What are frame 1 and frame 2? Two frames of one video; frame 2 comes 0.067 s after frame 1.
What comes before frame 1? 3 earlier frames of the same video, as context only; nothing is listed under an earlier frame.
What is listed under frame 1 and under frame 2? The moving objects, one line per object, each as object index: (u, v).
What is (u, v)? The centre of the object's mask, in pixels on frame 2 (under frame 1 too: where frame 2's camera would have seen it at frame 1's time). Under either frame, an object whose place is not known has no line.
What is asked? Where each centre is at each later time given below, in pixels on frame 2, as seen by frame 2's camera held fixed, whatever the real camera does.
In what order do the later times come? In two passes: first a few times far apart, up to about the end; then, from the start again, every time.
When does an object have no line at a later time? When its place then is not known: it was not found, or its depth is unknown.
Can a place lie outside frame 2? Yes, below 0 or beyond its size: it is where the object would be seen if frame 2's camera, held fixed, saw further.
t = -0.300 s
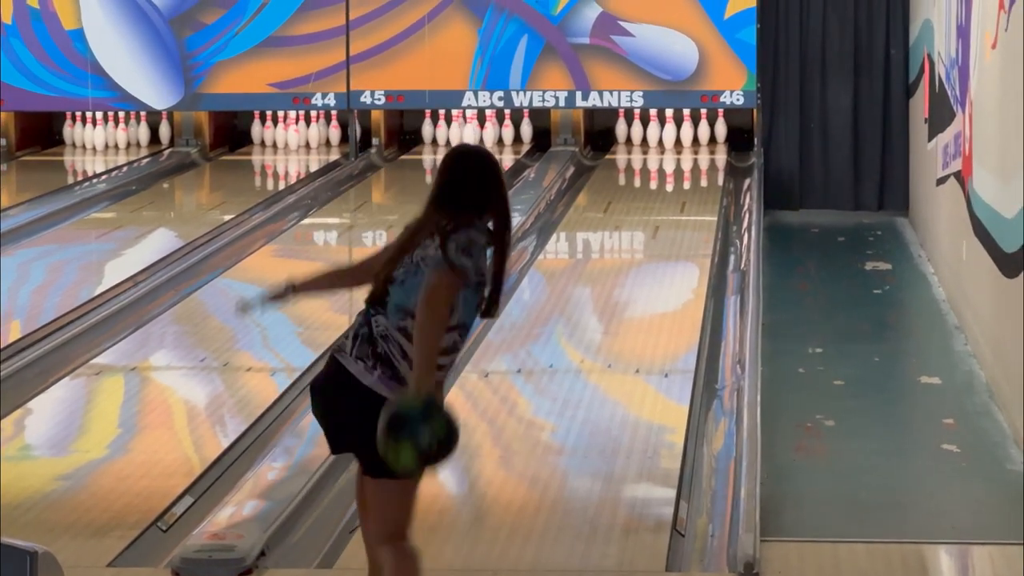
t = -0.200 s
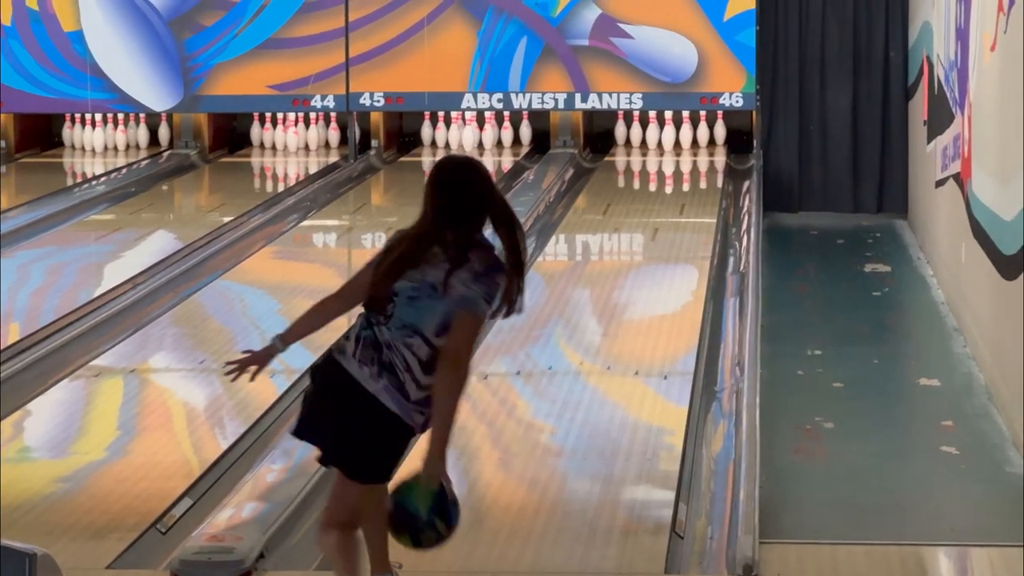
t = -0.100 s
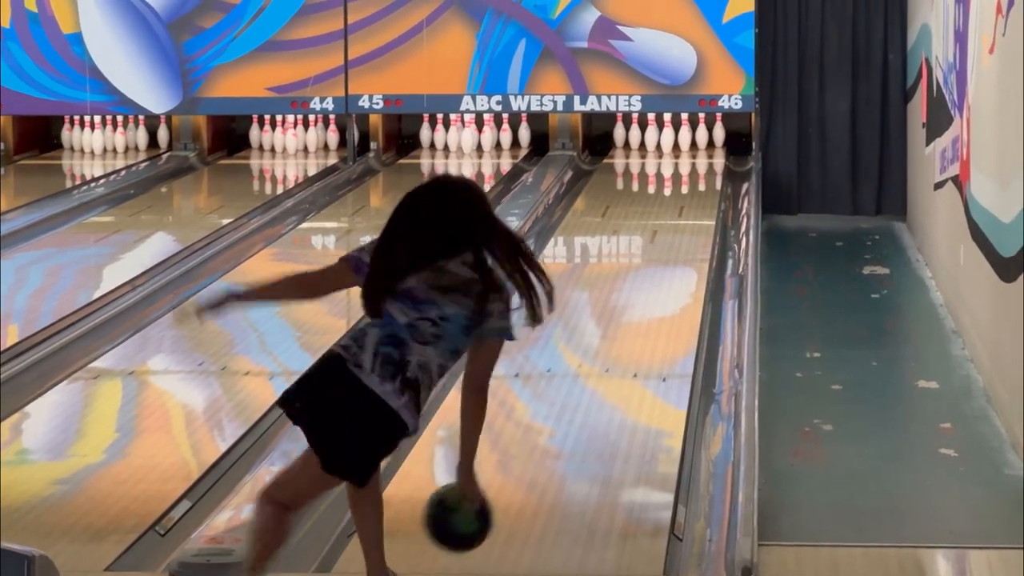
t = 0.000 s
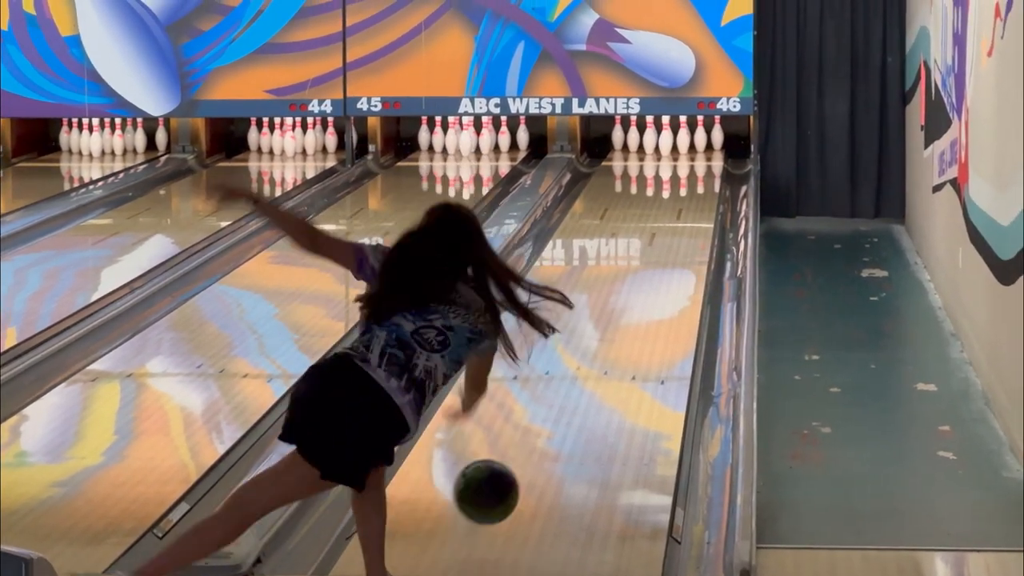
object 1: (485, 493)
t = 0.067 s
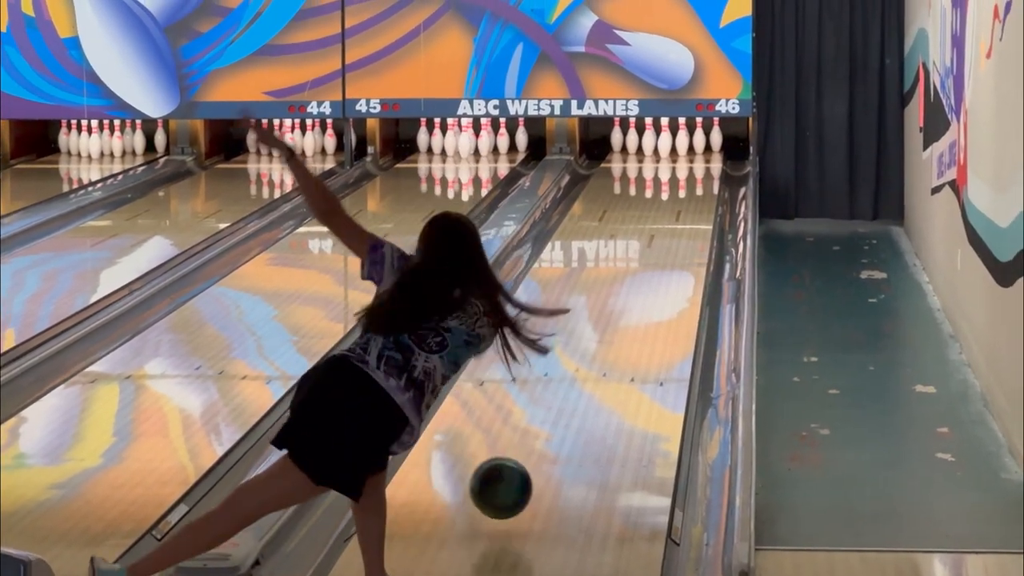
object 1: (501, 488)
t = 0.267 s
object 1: (540, 436)
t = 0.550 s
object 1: (581, 366)
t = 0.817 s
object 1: (610, 316)
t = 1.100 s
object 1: (633, 274)
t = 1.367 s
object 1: (650, 243)
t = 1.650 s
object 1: (665, 216)
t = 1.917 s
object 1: (675, 194)
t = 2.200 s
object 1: (681, 175)
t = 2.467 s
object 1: (682, 160)
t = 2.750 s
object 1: (677, 149)
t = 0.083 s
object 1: (505, 488)
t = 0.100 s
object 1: (508, 488)
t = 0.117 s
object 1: (512, 479)
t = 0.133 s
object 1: (515, 471)
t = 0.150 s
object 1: (519, 464)
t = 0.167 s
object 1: (522, 458)
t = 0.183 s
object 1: (525, 453)
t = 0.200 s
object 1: (528, 449)
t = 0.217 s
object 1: (531, 445)
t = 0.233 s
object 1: (534, 442)
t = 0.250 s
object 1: (537, 440)
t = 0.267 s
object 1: (540, 436)
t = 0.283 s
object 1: (543, 431)
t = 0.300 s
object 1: (546, 426)
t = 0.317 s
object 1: (548, 422)
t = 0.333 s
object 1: (551, 418)
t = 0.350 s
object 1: (554, 414)
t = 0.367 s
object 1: (556, 409)
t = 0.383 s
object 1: (559, 405)
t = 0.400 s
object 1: (561, 400)
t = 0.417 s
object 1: (564, 396)
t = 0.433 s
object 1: (566, 392)
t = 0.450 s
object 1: (568, 389)
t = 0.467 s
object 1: (571, 384)
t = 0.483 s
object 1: (573, 380)
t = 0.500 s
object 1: (575, 377)
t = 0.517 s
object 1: (577, 373)
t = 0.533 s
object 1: (579, 369)
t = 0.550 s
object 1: (581, 366)
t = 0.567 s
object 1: (583, 362)
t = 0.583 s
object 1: (585, 359)
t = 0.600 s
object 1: (587, 355)
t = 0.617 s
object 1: (589, 352)
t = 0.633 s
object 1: (591, 349)
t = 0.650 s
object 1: (593, 345)
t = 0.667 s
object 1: (595, 342)
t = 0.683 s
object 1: (597, 339)
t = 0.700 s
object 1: (599, 336)
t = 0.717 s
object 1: (600, 333)
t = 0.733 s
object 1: (602, 330)
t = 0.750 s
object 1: (604, 327)
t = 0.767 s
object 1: (605, 325)
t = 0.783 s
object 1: (607, 322)
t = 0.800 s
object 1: (609, 319)
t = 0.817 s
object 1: (610, 316)
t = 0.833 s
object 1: (612, 314)
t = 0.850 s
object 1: (613, 311)
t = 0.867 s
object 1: (615, 308)
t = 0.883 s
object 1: (616, 306)
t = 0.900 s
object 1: (618, 303)
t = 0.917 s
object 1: (619, 301)
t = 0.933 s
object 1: (620, 298)
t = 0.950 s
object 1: (622, 296)
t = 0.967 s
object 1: (623, 293)
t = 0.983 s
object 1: (625, 291)
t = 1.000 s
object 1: (626, 288)
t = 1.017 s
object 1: (627, 286)
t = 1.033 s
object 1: (629, 283)
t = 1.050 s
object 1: (630, 281)
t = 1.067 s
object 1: (631, 279)
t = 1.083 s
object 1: (632, 277)
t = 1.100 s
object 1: (633, 274)
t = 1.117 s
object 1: (635, 272)
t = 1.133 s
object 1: (636, 270)
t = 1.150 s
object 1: (637, 268)
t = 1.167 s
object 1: (638, 266)
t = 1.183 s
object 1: (639, 264)
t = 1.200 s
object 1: (640, 262)
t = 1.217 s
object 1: (641, 259)
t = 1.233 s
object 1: (642, 257)
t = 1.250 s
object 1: (644, 255)
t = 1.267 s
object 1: (644, 253)
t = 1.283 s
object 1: (645, 251)
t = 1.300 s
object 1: (646, 250)
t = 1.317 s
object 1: (647, 248)
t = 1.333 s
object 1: (648, 246)
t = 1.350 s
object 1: (649, 245)
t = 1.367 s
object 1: (650, 243)
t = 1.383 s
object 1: (651, 241)
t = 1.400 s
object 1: (652, 239)
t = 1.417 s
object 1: (653, 238)
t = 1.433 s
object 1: (654, 236)
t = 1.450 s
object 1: (655, 235)
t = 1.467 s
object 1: (656, 233)
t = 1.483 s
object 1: (657, 231)
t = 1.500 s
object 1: (657, 230)
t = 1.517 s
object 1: (658, 228)
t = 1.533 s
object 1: (659, 227)
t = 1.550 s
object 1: (660, 225)
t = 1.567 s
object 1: (661, 223)
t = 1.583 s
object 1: (662, 222)
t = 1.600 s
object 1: (663, 220)
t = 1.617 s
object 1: (663, 219)
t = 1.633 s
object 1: (664, 217)
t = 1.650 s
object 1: (665, 216)
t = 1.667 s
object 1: (666, 214)
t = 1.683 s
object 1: (666, 213)
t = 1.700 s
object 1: (666, 211)
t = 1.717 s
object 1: (668, 210)
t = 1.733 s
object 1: (668, 208)
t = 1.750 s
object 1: (669, 207)
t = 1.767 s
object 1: (670, 206)
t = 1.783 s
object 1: (670, 205)
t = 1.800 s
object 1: (671, 204)
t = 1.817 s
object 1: (671, 202)
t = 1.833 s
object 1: (672, 201)
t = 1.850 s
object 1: (673, 199)
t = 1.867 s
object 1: (674, 198)
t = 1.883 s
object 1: (674, 197)
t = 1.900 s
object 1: (674, 196)
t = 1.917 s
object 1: (675, 194)
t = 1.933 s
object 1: (675, 193)
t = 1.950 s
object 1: (676, 191)
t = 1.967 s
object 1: (677, 190)
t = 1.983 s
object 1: (677, 189)
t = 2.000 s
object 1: (678, 188)
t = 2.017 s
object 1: (678, 187)
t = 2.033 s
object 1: (679, 185)
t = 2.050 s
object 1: (679, 184)
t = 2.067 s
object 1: (678, 184)
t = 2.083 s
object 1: (679, 183)
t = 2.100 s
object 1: (680, 182)
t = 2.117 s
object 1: (680, 181)
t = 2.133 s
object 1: (680, 180)
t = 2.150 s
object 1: (680, 179)
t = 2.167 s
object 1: (681, 177)
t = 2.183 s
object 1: (681, 176)
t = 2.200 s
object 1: (681, 175)
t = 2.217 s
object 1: (681, 174)
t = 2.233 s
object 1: (682, 173)
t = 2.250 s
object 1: (682, 172)
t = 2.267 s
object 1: (682, 171)
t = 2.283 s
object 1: (682, 170)
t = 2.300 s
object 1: (682, 170)
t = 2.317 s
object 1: (682, 169)
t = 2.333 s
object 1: (683, 168)
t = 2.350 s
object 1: (682, 167)
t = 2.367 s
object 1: (682, 166)
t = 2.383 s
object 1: (682, 165)
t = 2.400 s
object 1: (682, 164)
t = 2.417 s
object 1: (682, 163)
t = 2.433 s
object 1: (682, 162)
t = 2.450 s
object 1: (682, 161)
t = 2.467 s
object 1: (682, 160)
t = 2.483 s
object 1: (682, 160)
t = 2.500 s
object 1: (682, 159)
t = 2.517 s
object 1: (681, 158)
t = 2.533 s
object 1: (681, 158)
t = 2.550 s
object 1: (680, 157)
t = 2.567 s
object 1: (680, 156)
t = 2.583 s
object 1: (680, 155)
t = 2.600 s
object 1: (680, 154)
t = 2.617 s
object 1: (679, 154)
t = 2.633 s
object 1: (679, 153)
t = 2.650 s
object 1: (679, 152)
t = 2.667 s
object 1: (679, 152)
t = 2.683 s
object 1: (678, 151)
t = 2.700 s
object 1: (677, 150)
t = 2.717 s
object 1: (677, 150)
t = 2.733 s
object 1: (677, 149)
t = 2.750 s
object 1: (677, 149)
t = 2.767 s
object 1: (678, 148)
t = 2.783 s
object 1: (678, 147)
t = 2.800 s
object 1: (680, 146)
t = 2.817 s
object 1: (681, 145)
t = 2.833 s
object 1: (681, 145)
